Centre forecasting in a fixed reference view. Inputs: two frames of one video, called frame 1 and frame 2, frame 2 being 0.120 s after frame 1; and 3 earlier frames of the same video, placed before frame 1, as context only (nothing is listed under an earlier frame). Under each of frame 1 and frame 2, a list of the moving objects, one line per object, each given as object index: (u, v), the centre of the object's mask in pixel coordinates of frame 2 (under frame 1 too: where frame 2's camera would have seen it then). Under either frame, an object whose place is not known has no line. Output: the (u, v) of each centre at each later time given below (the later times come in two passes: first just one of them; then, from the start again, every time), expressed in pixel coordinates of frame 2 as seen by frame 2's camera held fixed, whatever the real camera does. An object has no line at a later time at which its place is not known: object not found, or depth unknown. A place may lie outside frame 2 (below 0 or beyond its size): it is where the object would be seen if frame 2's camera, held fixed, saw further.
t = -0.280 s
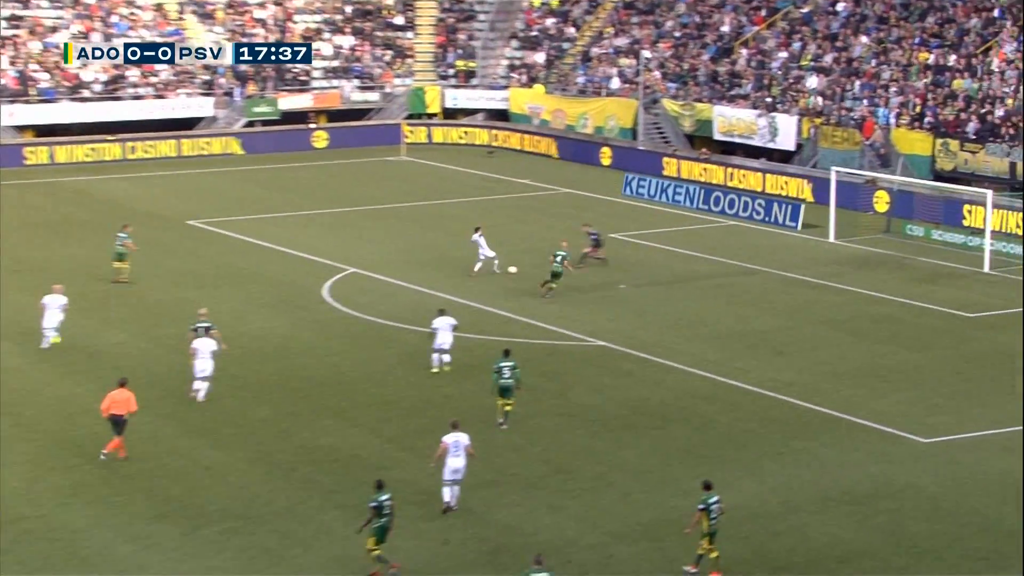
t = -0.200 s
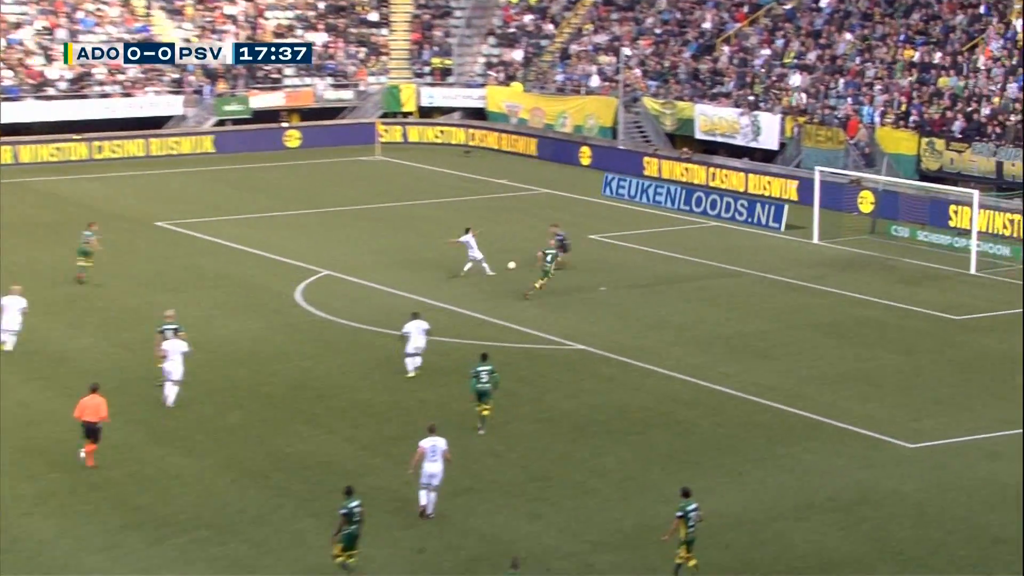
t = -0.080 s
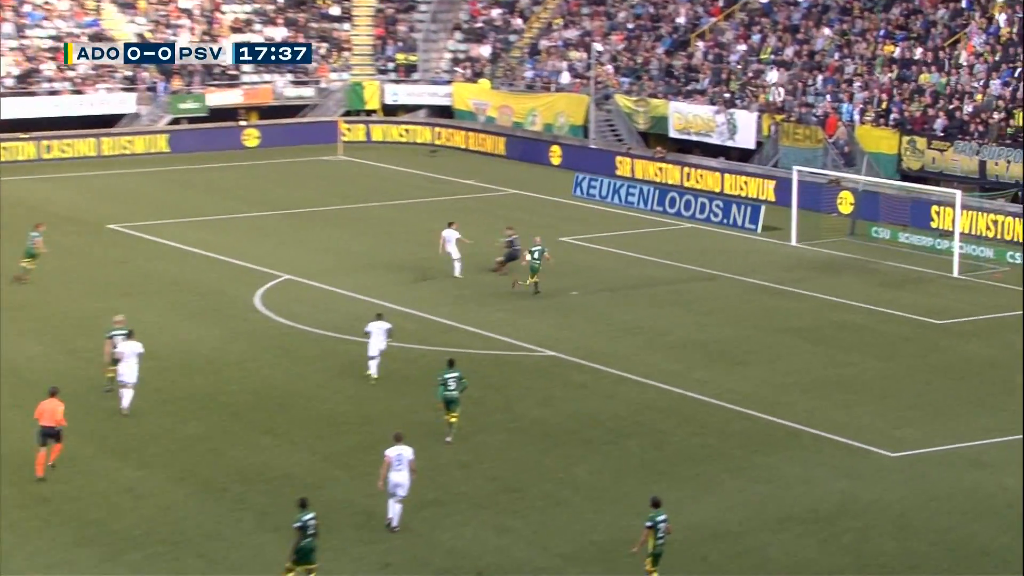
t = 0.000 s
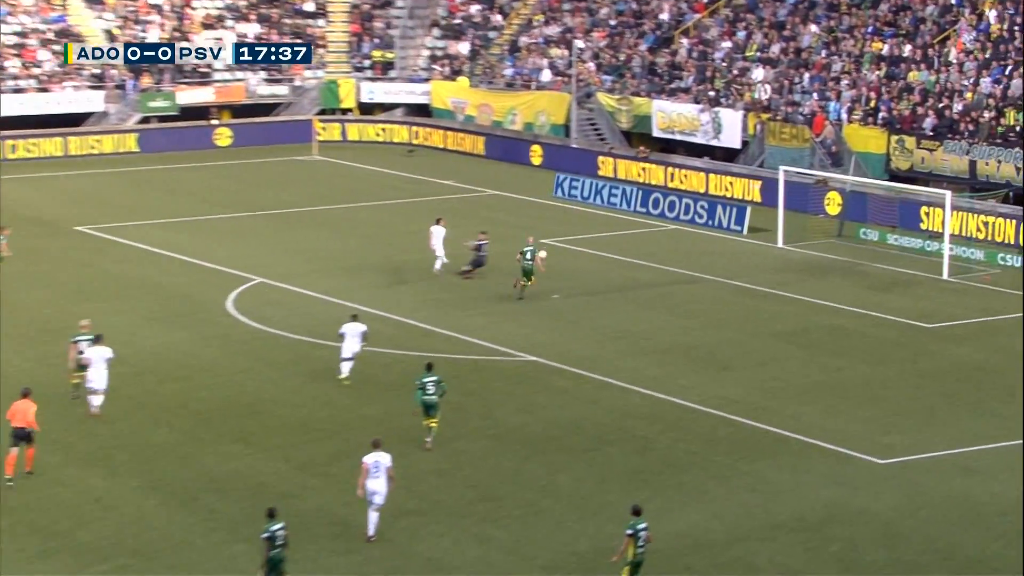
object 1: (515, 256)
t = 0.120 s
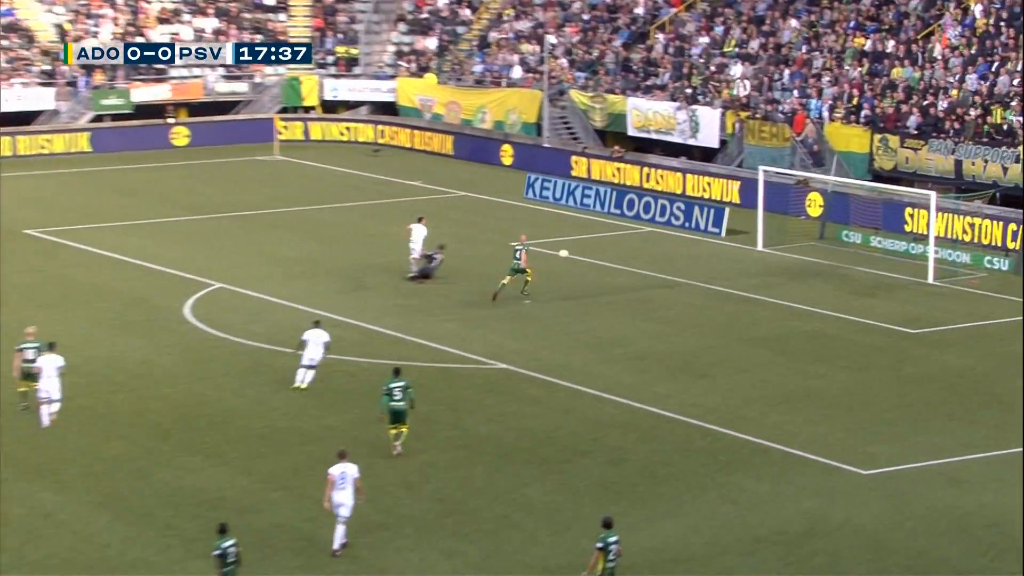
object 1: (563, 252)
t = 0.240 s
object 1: (611, 254)
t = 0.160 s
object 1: (580, 253)
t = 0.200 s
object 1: (596, 253)
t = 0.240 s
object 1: (611, 254)
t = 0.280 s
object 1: (627, 255)
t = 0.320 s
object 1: (643, 257)
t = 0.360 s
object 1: (659, 259)
